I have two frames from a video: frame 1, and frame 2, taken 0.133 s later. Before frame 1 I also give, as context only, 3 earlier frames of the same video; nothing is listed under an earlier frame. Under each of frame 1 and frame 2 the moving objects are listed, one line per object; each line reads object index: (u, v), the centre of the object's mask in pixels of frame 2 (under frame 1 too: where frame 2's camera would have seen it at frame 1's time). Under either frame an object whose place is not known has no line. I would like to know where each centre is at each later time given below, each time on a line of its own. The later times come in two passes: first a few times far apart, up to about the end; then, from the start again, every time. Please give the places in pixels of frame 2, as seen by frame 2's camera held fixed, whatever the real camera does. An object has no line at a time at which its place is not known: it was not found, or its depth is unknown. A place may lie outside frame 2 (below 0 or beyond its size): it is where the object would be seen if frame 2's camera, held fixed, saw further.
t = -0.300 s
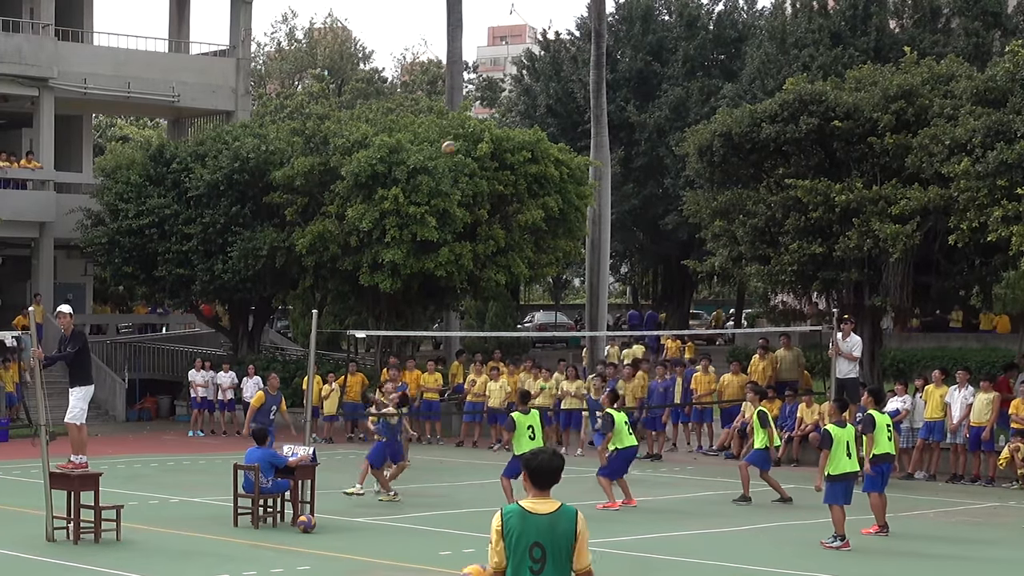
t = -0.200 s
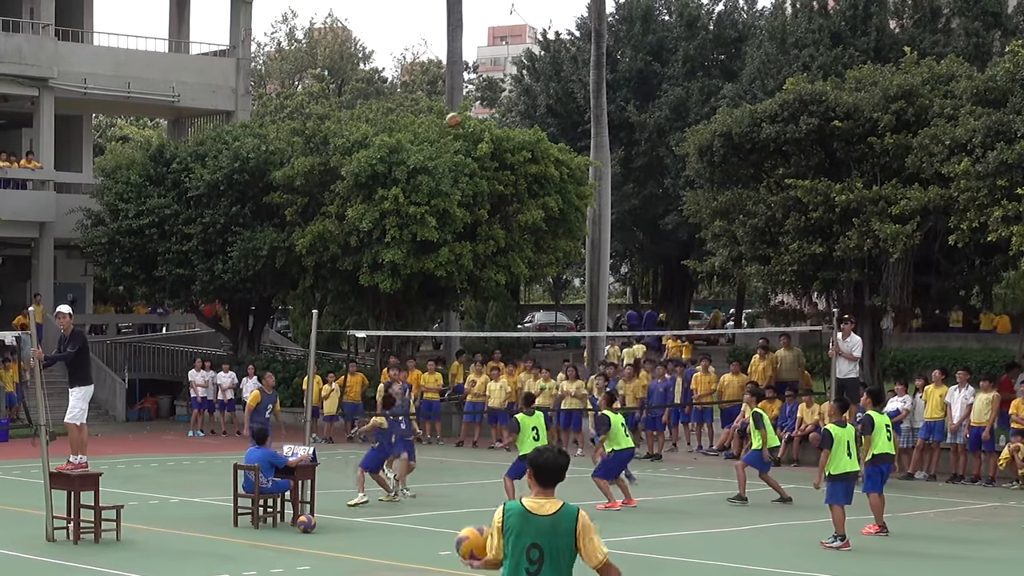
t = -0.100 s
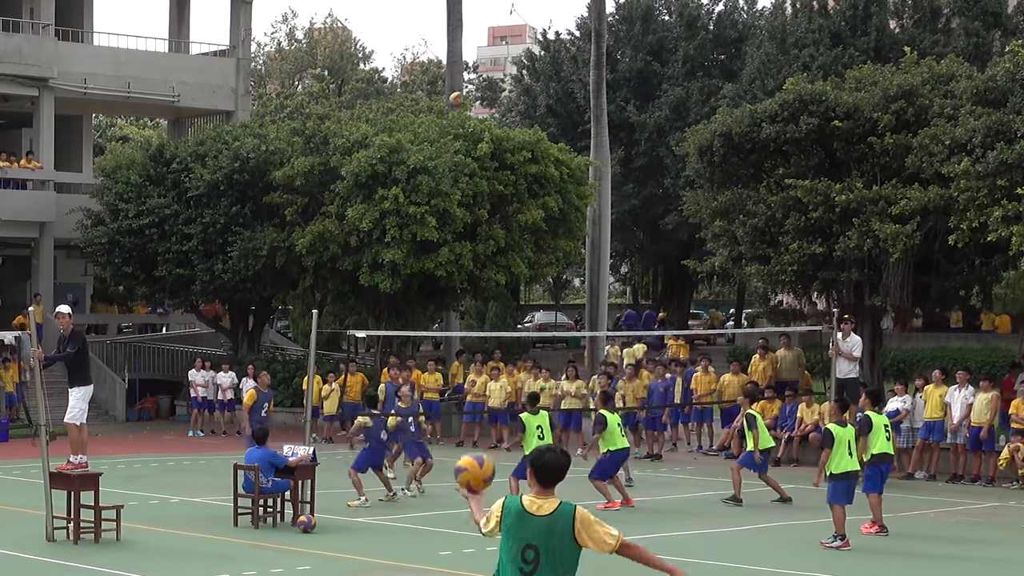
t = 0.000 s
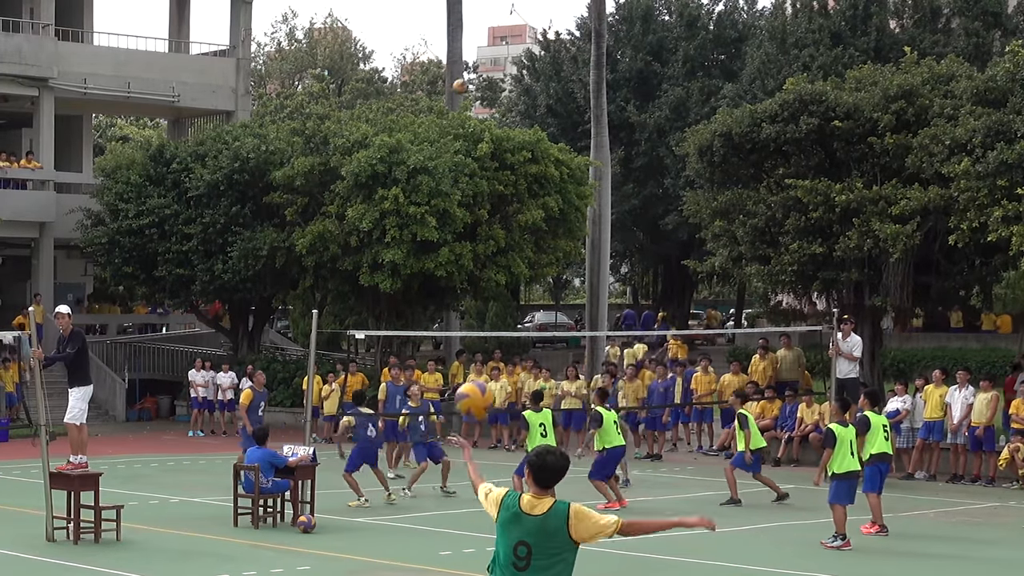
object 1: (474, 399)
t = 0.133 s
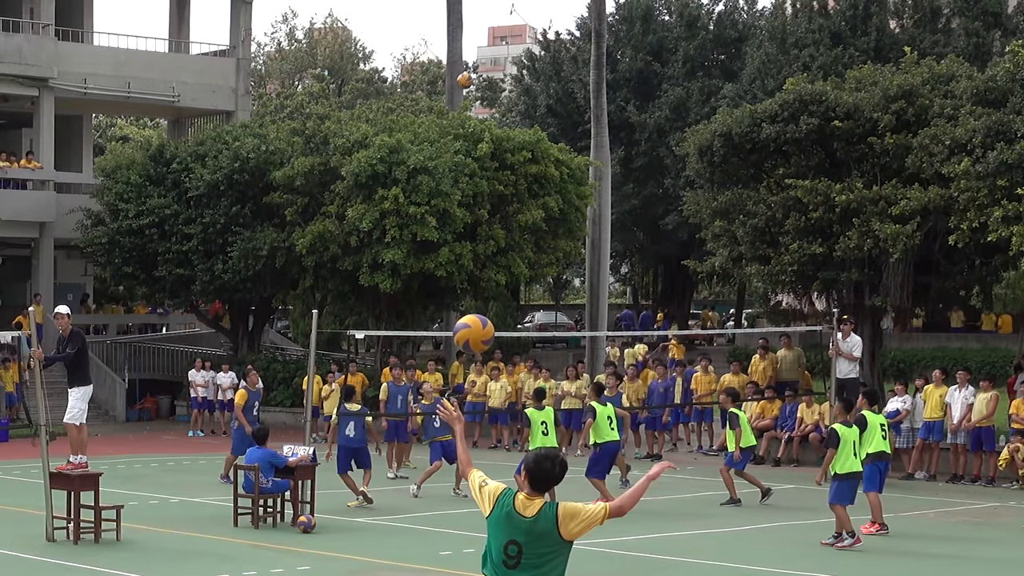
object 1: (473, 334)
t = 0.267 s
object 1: (471, 300)
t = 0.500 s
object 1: (463, 321)
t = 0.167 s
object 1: (473, 322)
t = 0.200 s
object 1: (472, 313)
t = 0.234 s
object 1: (472, 306)
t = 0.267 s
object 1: (471, 300)
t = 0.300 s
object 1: (470, 298)
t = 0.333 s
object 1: (469, 296)
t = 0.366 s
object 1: (468, 297)
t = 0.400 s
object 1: (467, 300)
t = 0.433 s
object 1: (465, 305)
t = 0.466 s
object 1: (464, 311)
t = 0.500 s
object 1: (463, 321)
